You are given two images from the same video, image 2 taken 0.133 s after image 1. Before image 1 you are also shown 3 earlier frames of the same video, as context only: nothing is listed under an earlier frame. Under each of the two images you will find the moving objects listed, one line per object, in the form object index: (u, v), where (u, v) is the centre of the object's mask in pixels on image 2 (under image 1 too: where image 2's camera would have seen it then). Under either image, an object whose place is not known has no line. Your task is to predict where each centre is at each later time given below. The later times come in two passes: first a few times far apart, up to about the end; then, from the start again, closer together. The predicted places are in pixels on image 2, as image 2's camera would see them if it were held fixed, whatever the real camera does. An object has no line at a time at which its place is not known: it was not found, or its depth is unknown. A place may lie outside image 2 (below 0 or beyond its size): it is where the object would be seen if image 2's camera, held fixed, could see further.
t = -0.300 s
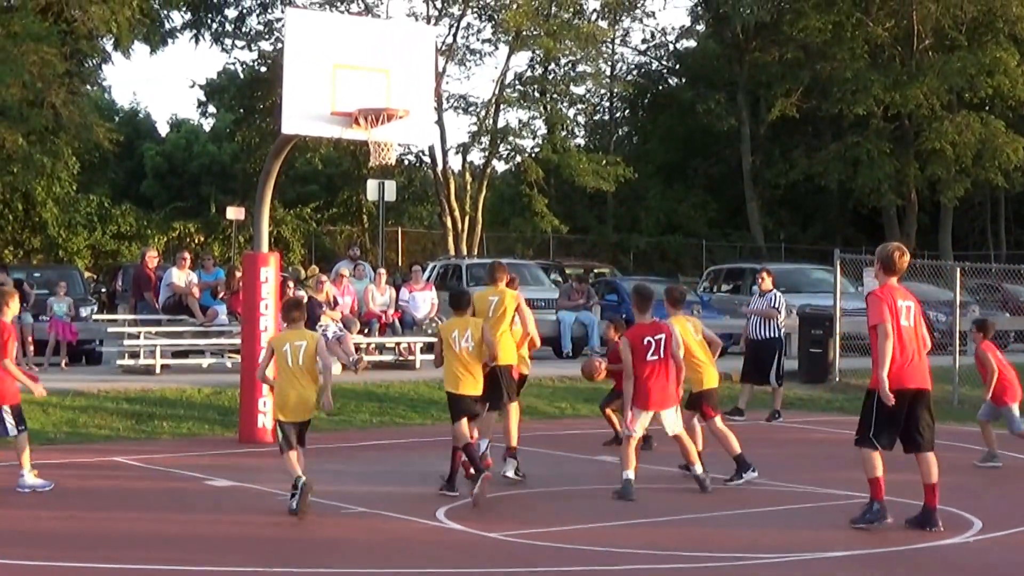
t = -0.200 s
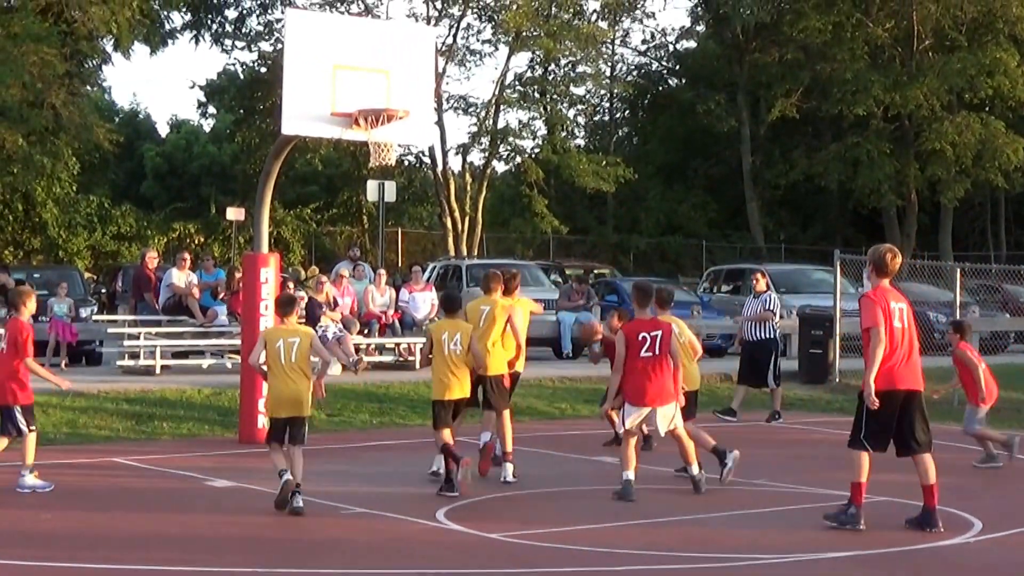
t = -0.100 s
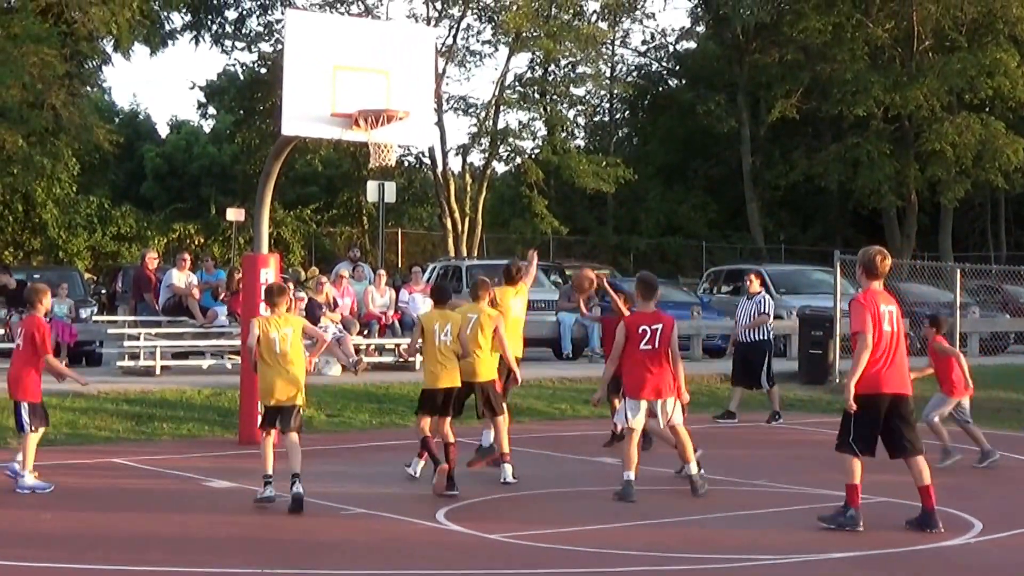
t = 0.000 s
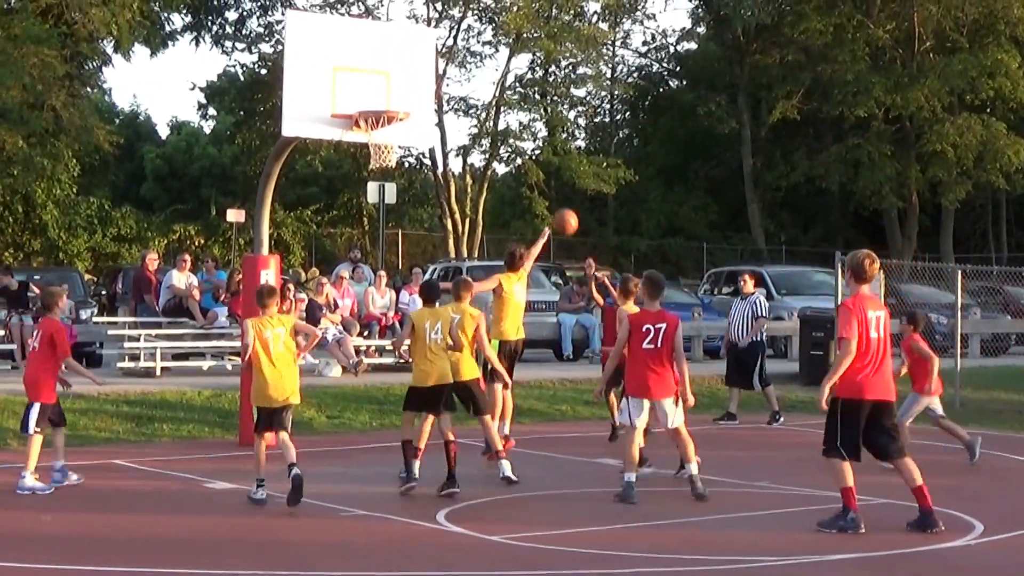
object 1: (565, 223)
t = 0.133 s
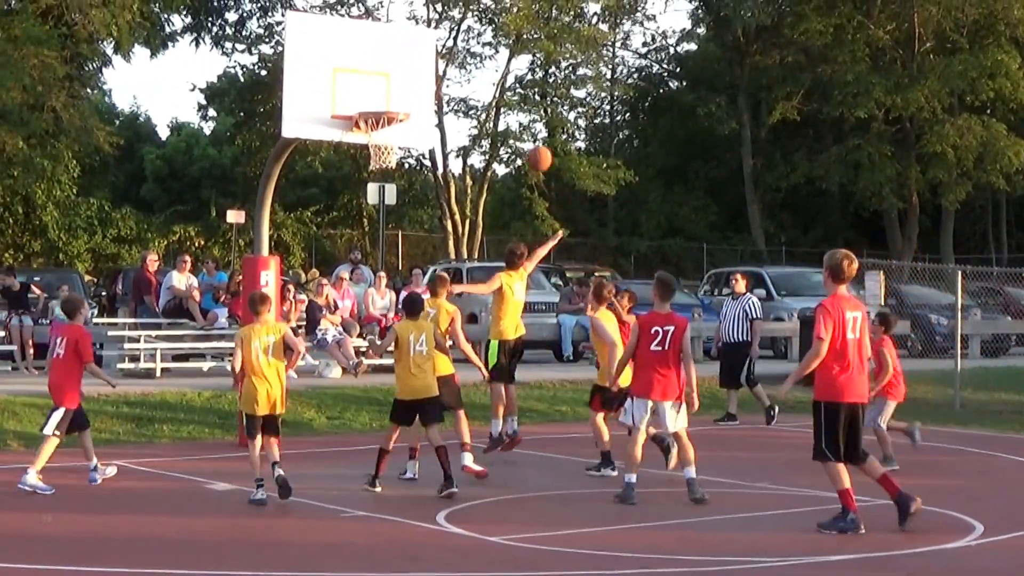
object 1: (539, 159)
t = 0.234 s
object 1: (519, 122)
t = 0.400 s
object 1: (485, 82)
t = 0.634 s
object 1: (436, 76)
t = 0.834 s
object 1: (394, 97)
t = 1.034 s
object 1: (368, 90)
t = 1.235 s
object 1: (371, 82)
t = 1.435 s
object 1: (375, 106)
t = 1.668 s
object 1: (397, 155)
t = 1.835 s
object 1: (391, 186)
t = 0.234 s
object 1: (519, 122)
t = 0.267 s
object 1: (512, 112)
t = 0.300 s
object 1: (506, 102)
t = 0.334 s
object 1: (499, 95)
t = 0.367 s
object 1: (492, 88)
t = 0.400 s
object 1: (485, 82)
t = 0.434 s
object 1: (477, 77)
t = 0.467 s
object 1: (471, 74)
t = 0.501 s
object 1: (463, 72)
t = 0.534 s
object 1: (457, 71)
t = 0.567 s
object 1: (451, 71)
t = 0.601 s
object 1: (444, 73)
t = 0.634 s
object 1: (436, 76)
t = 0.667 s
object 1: (430, 80)
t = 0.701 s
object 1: (422, 86)
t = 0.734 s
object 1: (414, 92)
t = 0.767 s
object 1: (407, 100)
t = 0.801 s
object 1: (400, 99)
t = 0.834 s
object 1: (394, 97)
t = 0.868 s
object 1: (387, 97)
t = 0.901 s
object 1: (381, 97)
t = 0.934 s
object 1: (375, 99)
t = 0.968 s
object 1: (368, 101)
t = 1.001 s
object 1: (368, 96)
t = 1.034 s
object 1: (368, 90)
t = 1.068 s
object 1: (369, 85)
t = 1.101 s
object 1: (369, 82)
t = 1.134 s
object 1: (369, 80)
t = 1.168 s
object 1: (370, 80)
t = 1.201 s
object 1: (370, 80)
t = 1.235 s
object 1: (371, 82)
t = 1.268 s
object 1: (371, 85)
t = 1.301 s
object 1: (371, 89)
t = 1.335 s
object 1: (372, 95)
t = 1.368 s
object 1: (372, 100)
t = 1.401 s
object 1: (372, 104)
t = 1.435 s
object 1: (375, 106)
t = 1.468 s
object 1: (379, 109)
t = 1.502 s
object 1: (388, 127)
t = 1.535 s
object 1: (389, 129)
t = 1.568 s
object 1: (391, 134)
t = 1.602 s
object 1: (394, 142)
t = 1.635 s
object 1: (395, 145)
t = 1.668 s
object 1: (397, 155)
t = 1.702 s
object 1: (393, 162)
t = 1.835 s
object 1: (391, 186)
